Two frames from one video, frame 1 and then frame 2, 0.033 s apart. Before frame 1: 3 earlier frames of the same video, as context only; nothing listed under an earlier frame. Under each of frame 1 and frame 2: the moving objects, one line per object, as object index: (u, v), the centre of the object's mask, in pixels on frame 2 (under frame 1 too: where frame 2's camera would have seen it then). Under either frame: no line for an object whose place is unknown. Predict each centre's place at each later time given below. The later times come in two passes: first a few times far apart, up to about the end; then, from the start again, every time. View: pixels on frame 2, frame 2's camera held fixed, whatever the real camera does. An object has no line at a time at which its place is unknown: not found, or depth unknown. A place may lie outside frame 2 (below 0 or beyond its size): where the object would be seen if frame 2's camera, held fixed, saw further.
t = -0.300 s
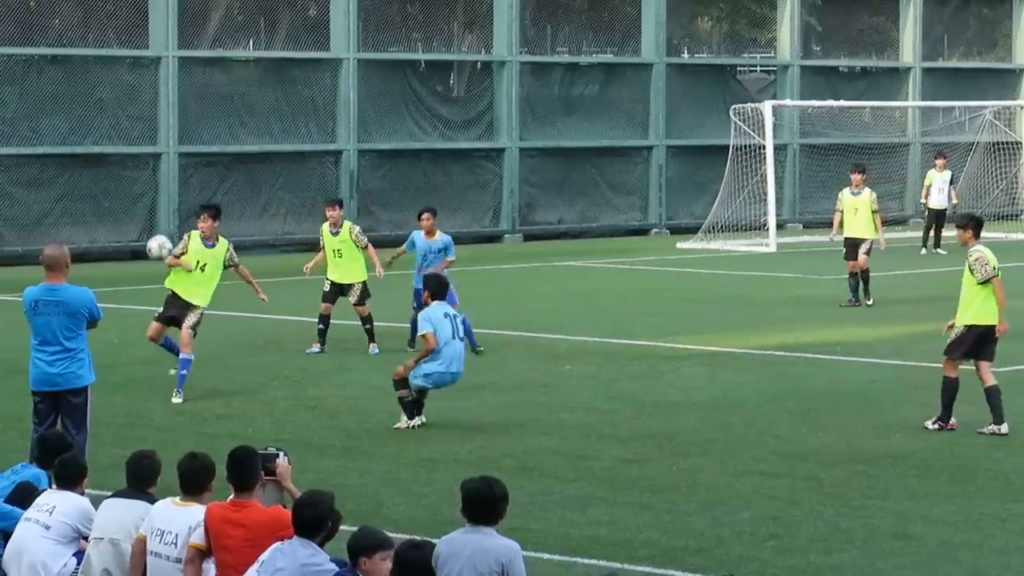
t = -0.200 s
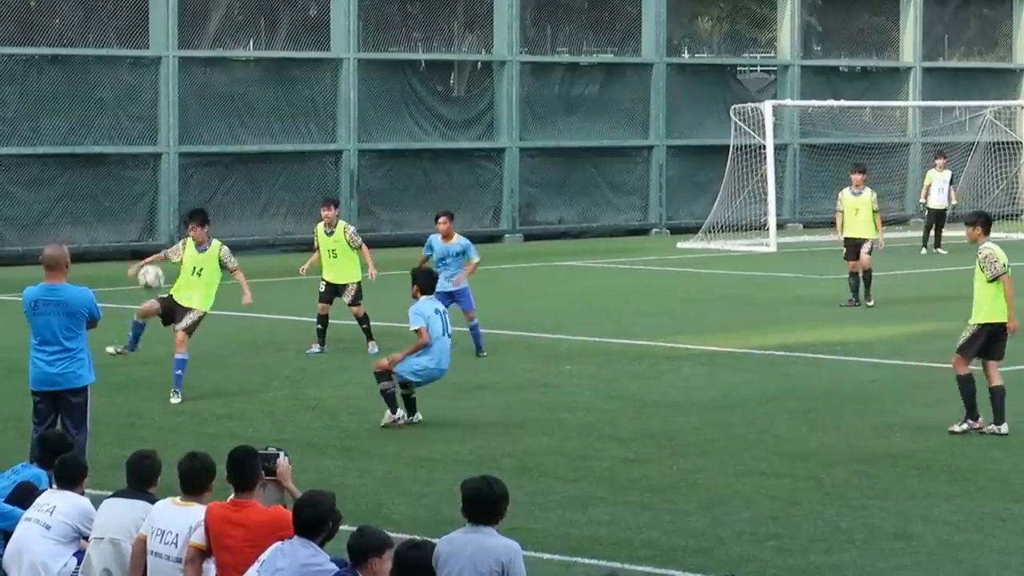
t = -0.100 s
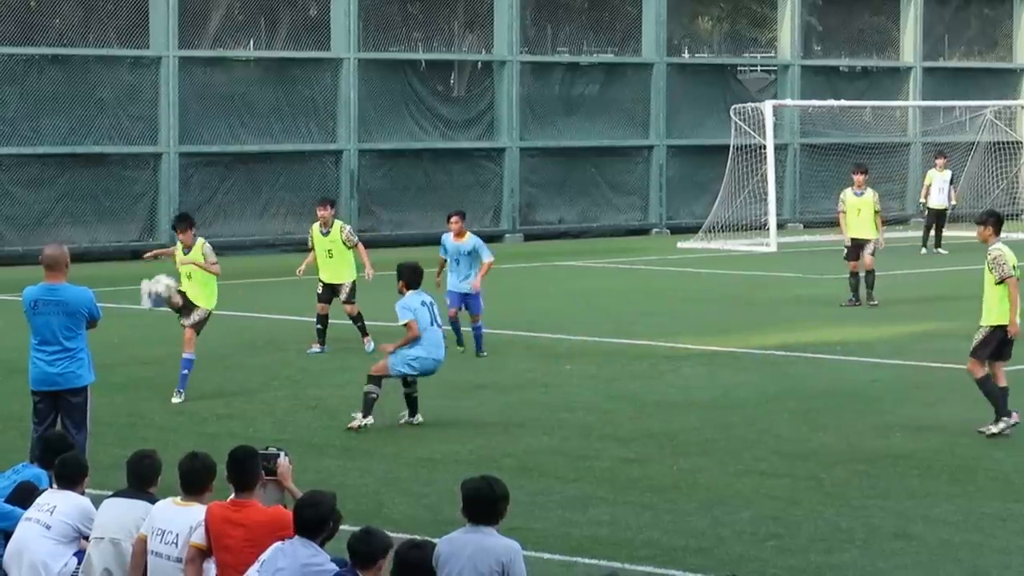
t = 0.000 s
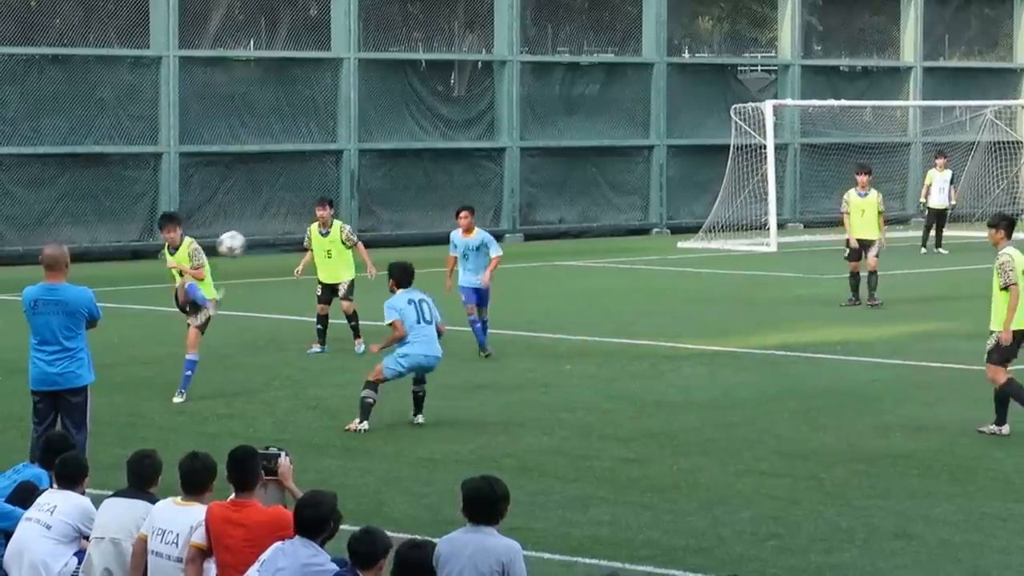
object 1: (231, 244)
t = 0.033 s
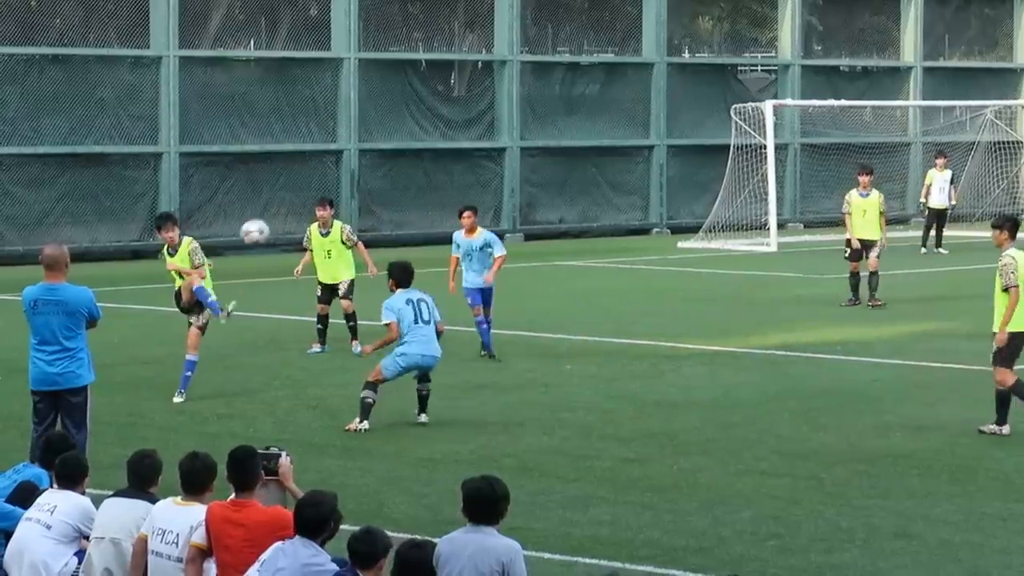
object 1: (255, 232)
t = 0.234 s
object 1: (399, 191)
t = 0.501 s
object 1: (591, 215)
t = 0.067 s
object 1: (279, 221)
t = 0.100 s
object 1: (302, 212)
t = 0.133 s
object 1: (326, 204)
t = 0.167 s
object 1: (351, 198)
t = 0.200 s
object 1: (374, 193)
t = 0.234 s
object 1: (399, 191)
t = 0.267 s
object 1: (423, 188)
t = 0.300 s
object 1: (447, 187)
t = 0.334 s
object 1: (472, 188)
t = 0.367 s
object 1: (495, 190)
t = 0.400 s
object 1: (519, 194)
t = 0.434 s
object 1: (543, 200)
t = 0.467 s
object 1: (567, 206)
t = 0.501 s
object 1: (591, 215)
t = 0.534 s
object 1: (615, 226)
